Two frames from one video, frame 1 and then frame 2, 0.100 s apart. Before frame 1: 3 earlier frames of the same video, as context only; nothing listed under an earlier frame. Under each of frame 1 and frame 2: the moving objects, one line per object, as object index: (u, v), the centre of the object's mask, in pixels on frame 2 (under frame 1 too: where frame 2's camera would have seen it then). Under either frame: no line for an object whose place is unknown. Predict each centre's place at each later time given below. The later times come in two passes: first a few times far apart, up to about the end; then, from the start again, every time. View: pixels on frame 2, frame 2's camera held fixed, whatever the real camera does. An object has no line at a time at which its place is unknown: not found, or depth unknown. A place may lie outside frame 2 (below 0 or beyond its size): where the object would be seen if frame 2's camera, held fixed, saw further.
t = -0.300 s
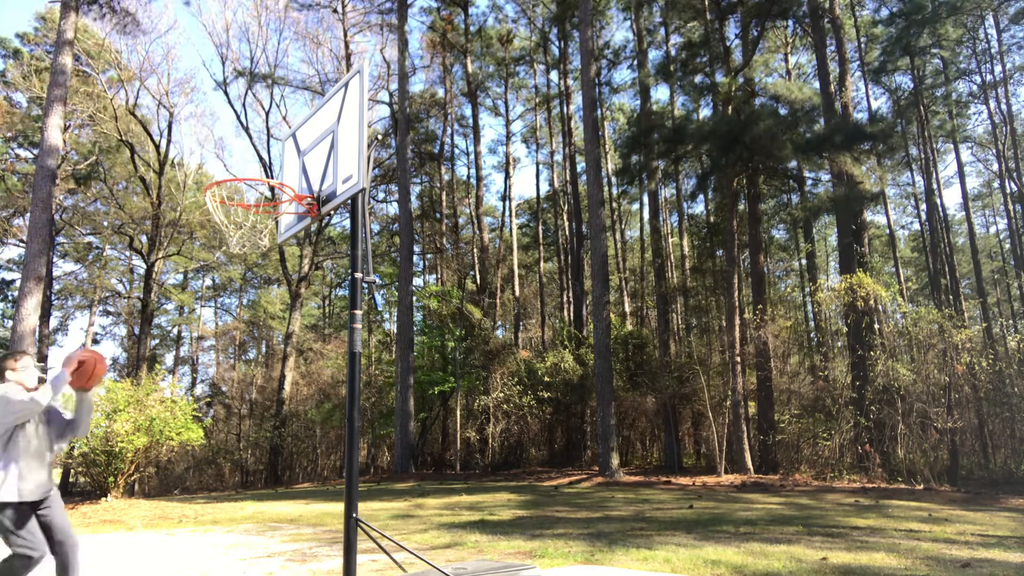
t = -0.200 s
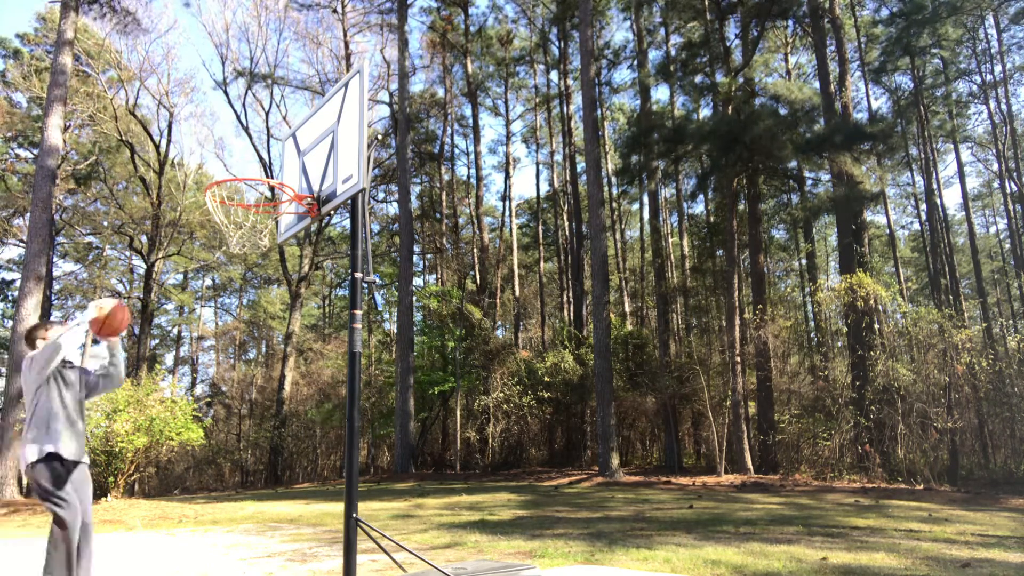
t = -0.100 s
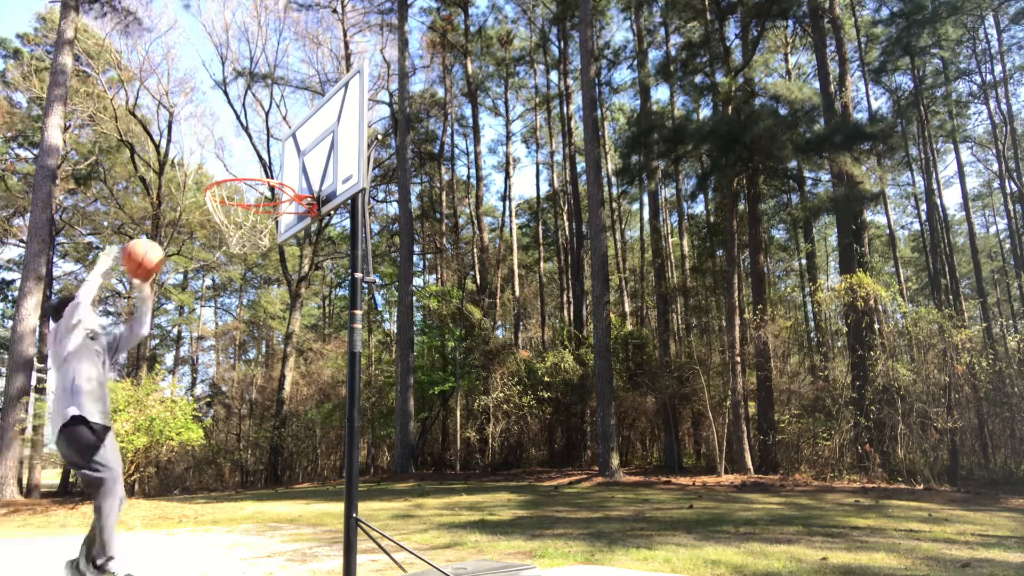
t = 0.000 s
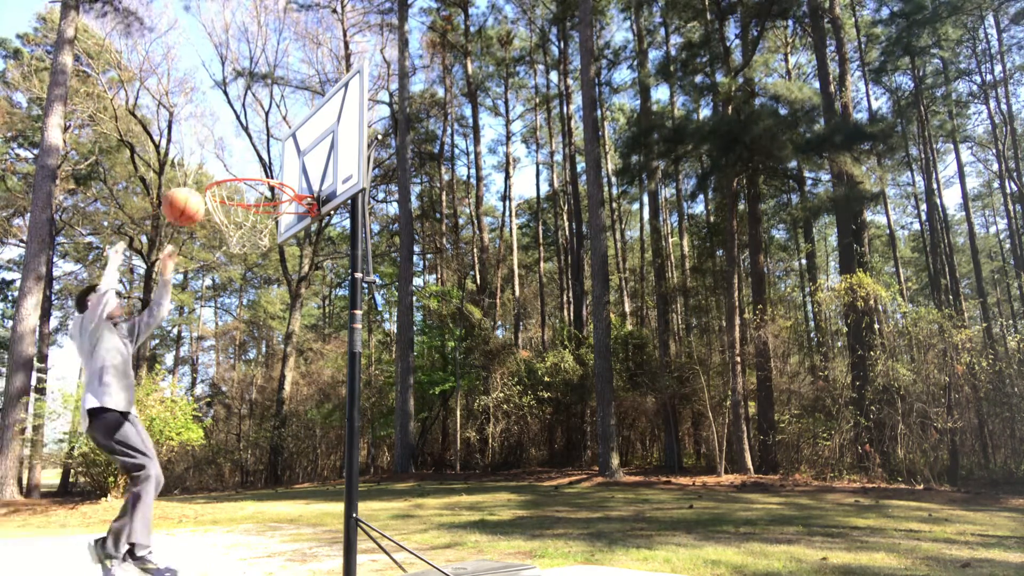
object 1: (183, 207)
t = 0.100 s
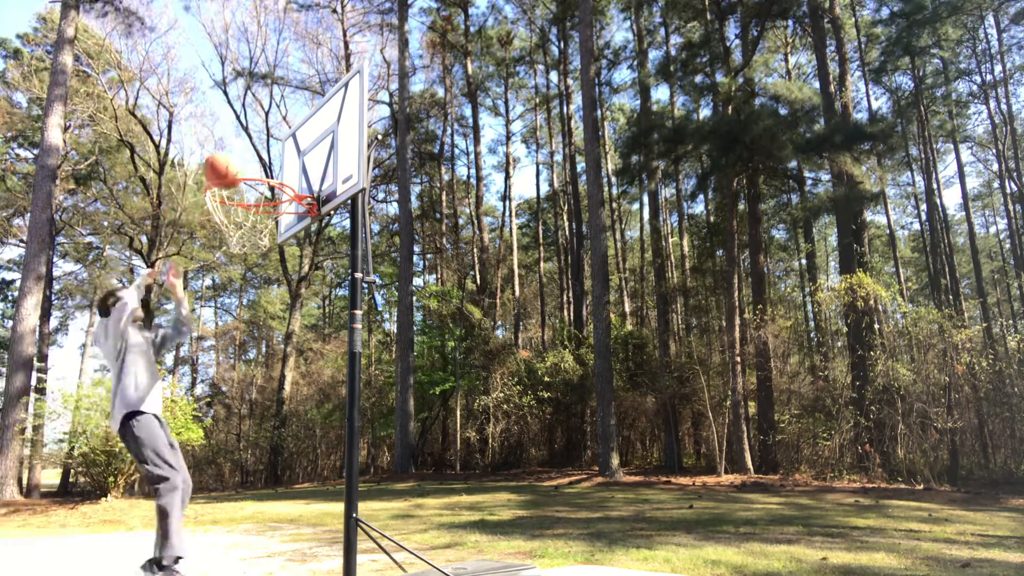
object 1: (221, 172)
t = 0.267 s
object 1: (289, 145)
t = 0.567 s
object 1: (260, 185)
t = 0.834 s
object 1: (235, 261)
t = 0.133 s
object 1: (235, 163)
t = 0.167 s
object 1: (250, 155)
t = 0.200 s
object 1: (263, 150)
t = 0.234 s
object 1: (276, 147)
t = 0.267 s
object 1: (289, 145)
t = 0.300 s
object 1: (285, 142)
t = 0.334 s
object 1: (283, 141)
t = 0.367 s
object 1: (280, 141)
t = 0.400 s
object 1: (277, 143)
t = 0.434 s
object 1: (274, 148)
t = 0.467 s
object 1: (271, 154)
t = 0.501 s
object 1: (268, 161)
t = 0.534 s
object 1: (263, 171)
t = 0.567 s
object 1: (260, 185)
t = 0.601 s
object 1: (252, 199)
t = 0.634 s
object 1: (244, 211)
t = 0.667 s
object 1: (234, 223)
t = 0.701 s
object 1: (229, 233)
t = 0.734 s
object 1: (228, 239)
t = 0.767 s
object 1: (231, 246)
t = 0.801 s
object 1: (234, 252)
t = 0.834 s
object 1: (235, 261)
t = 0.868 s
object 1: (237, 272)
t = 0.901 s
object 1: (238, 285)
